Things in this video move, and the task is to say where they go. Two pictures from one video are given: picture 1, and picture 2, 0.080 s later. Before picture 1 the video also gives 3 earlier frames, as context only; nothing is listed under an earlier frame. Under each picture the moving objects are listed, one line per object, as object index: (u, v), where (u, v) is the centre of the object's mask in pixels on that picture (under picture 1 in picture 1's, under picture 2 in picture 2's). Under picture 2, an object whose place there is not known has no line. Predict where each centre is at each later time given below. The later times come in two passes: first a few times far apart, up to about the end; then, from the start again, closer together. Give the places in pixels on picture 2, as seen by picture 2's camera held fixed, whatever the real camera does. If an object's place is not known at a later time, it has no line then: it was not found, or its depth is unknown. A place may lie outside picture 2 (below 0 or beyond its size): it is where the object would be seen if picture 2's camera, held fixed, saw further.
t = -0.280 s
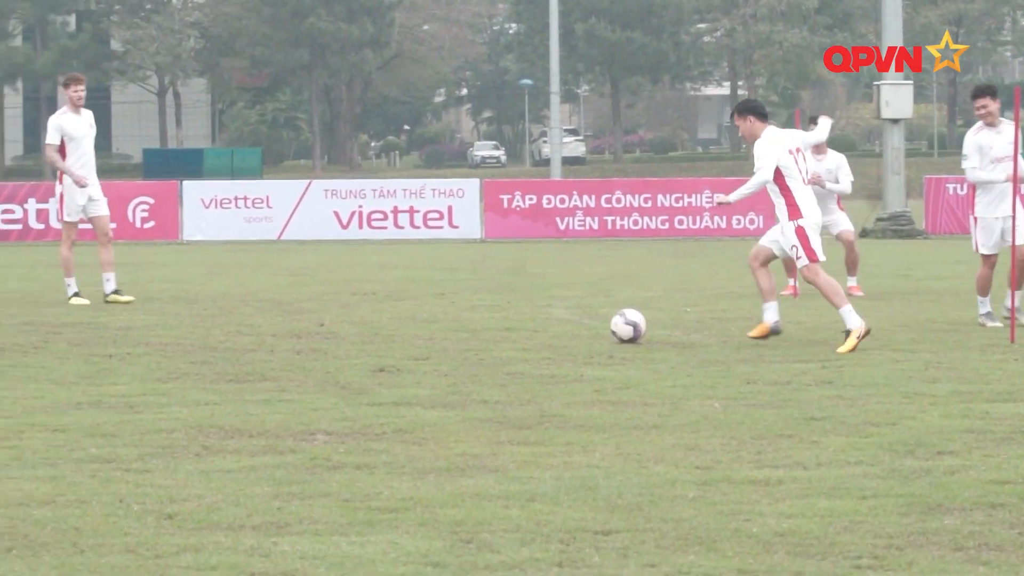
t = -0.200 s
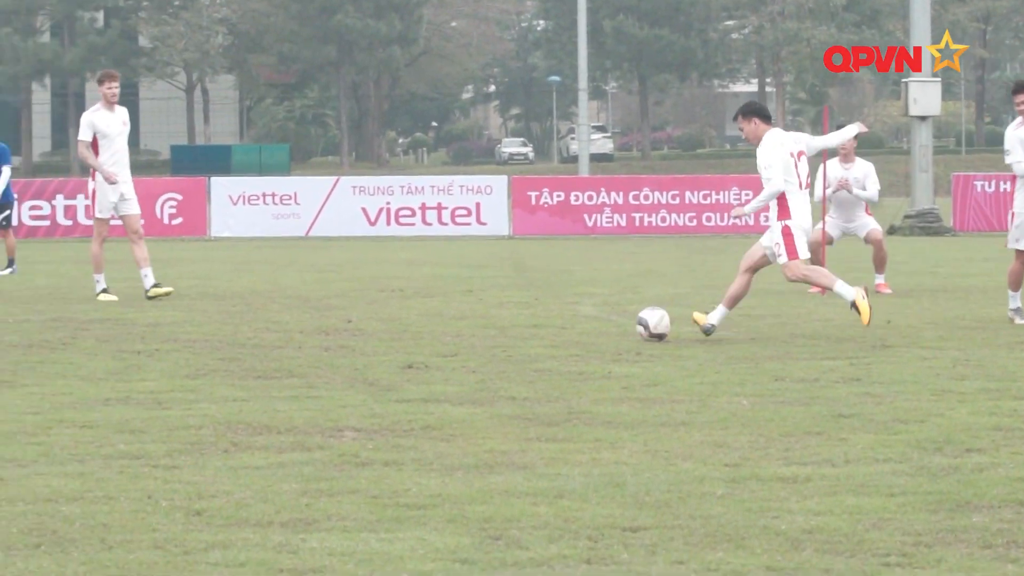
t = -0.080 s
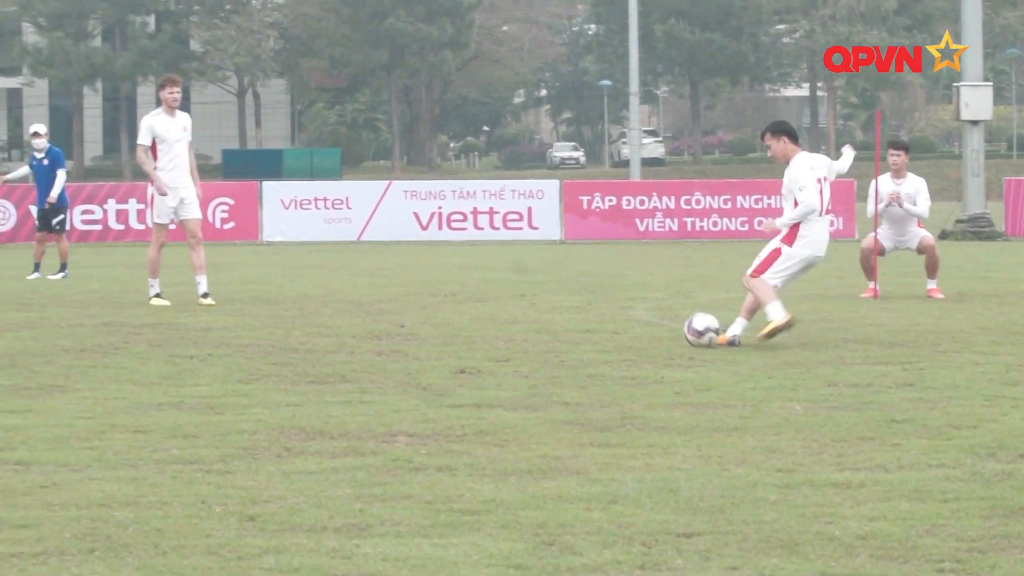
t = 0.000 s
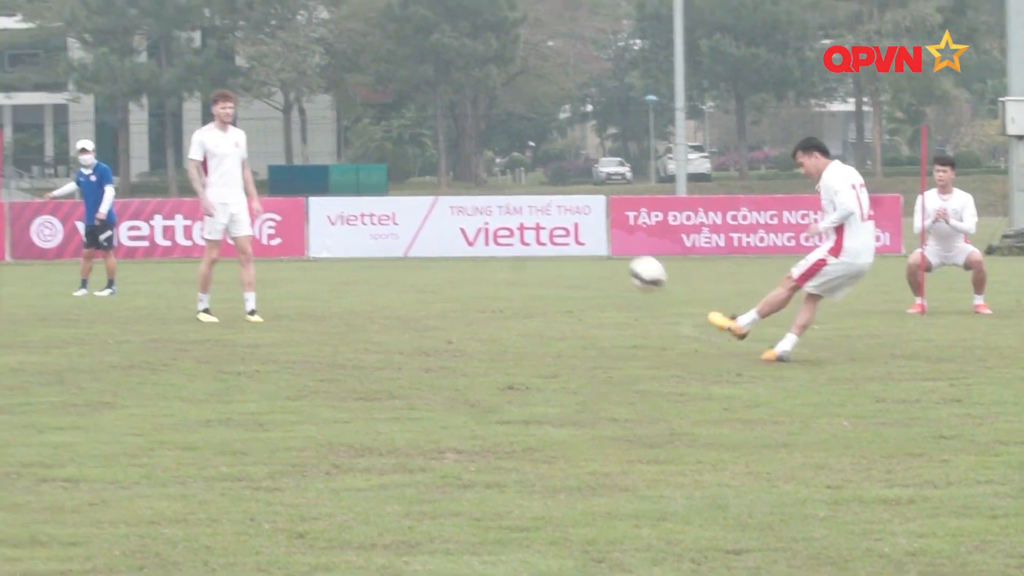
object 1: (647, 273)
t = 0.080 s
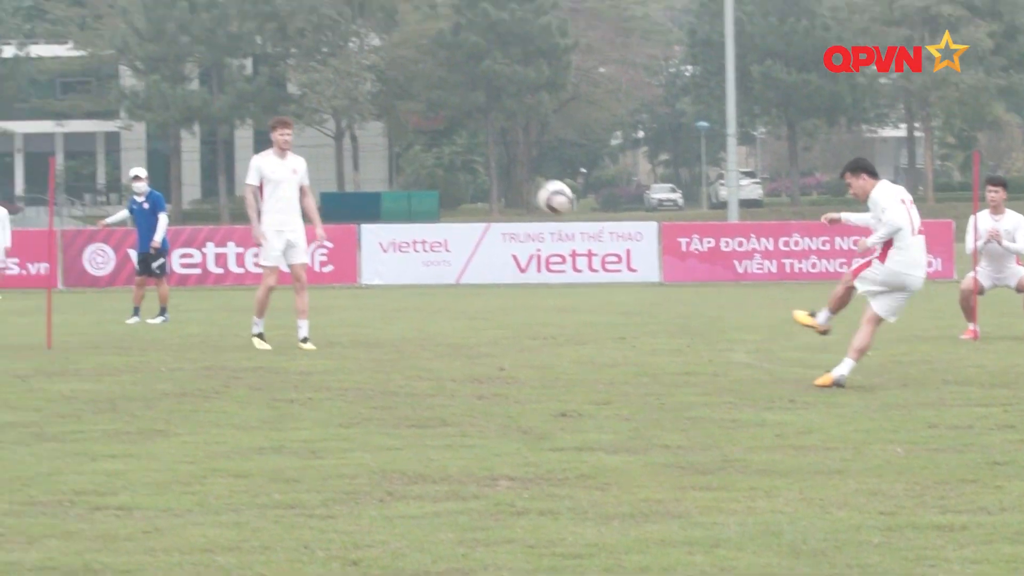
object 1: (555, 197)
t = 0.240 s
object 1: (315, 33)
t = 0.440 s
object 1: (60, -118)
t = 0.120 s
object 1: (490, 151)
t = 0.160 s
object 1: (428, 110)
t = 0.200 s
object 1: (370, 70)
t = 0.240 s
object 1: (315, 33)
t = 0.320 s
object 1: (208, -32)
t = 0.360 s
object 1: (158, -63)
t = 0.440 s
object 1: (60, -118)
